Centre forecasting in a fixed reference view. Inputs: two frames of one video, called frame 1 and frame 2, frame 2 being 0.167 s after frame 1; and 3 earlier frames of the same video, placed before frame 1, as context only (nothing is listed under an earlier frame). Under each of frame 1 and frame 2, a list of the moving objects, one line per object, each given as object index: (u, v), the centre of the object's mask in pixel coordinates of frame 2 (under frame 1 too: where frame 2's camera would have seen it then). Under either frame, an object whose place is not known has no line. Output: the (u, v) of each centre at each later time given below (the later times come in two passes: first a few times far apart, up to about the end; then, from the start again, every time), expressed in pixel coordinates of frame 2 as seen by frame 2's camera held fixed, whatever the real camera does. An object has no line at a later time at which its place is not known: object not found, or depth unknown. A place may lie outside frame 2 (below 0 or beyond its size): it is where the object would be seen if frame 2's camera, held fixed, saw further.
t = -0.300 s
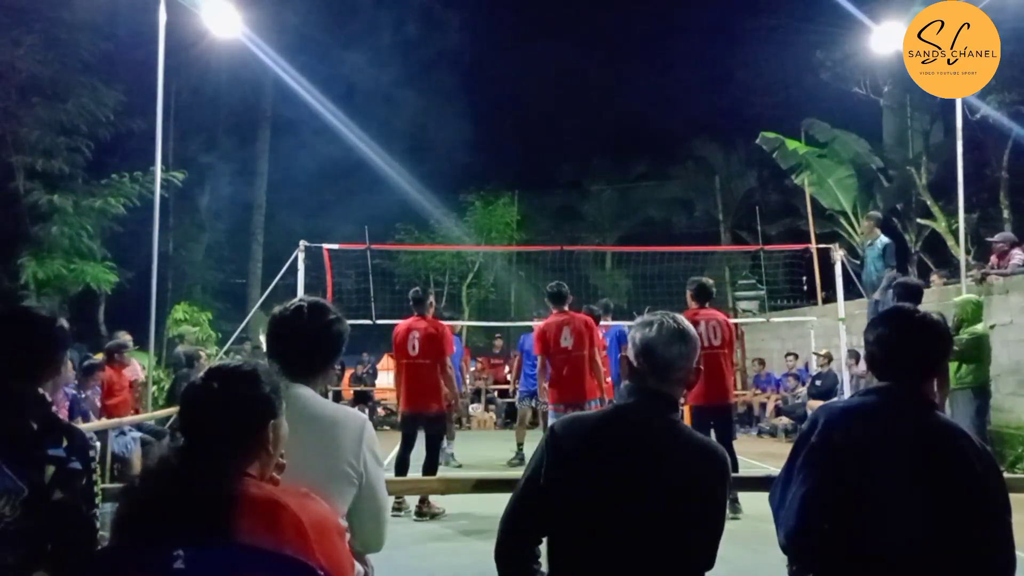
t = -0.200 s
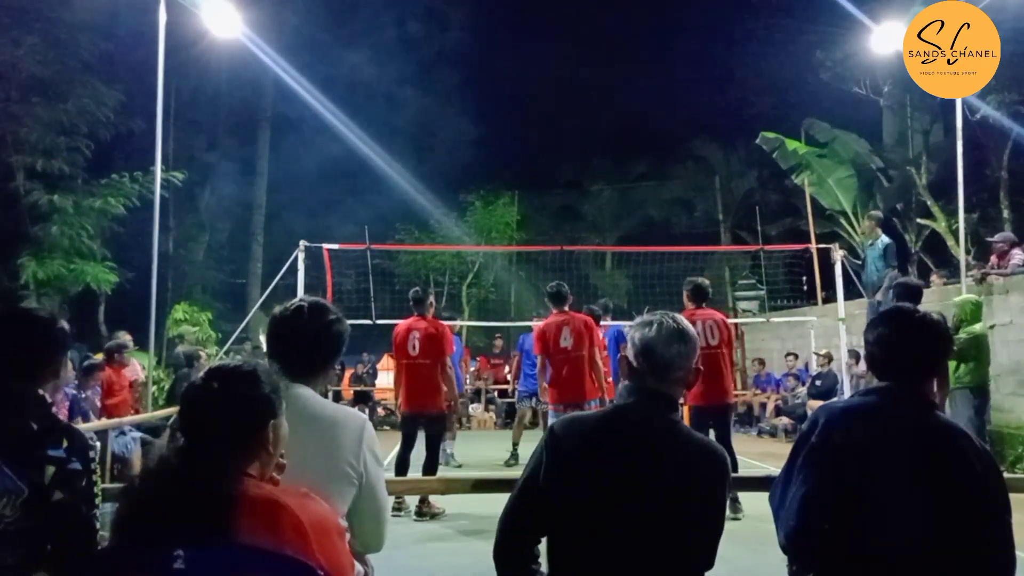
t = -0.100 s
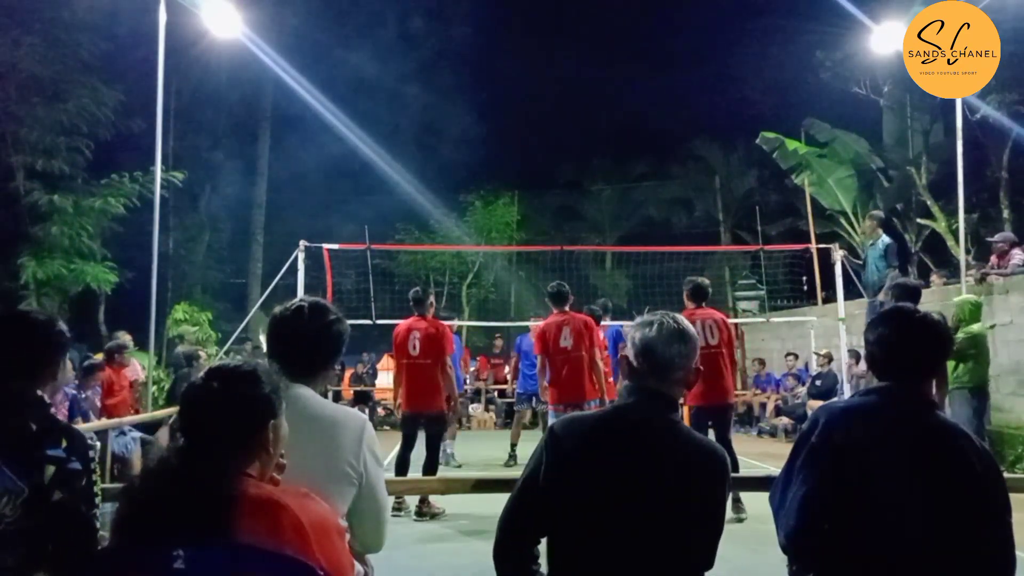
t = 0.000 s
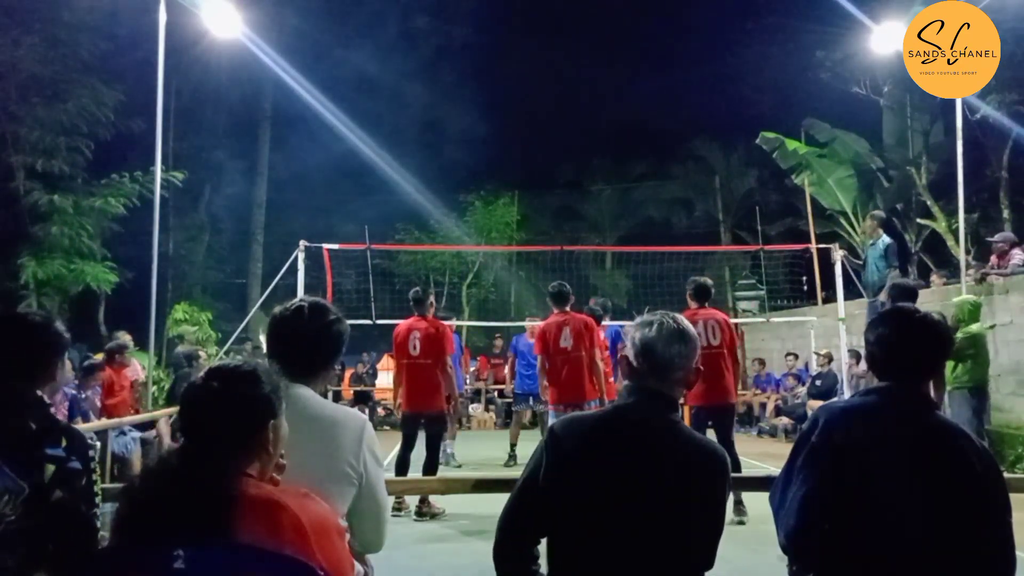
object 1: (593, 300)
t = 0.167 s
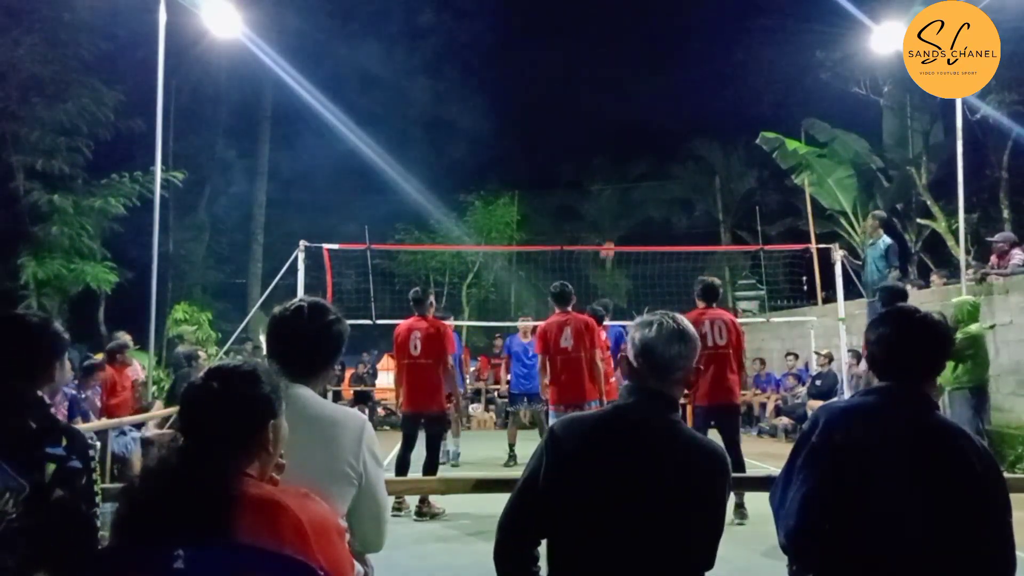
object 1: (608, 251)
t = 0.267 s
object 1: (617, 222)
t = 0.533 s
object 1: (650, 179)
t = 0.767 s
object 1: (690, 183)
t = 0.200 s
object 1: (611, 240)
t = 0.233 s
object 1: (614, 231)
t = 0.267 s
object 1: (617, 222)
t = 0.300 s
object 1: (620, 215)
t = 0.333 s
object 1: (624, 208)
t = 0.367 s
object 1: (627, 202)
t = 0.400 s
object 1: (632, 196)
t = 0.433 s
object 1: (636, 189)
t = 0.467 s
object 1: (640, 185)
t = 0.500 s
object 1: (645, 181)
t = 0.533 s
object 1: (650, 179)
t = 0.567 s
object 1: (654, 177)
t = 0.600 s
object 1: (660, 175)
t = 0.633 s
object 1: (666, 173)
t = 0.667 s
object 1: (671, 174)
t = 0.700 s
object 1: (678, 175)
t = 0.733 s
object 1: (683, 179)
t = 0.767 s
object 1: (690, 183)
